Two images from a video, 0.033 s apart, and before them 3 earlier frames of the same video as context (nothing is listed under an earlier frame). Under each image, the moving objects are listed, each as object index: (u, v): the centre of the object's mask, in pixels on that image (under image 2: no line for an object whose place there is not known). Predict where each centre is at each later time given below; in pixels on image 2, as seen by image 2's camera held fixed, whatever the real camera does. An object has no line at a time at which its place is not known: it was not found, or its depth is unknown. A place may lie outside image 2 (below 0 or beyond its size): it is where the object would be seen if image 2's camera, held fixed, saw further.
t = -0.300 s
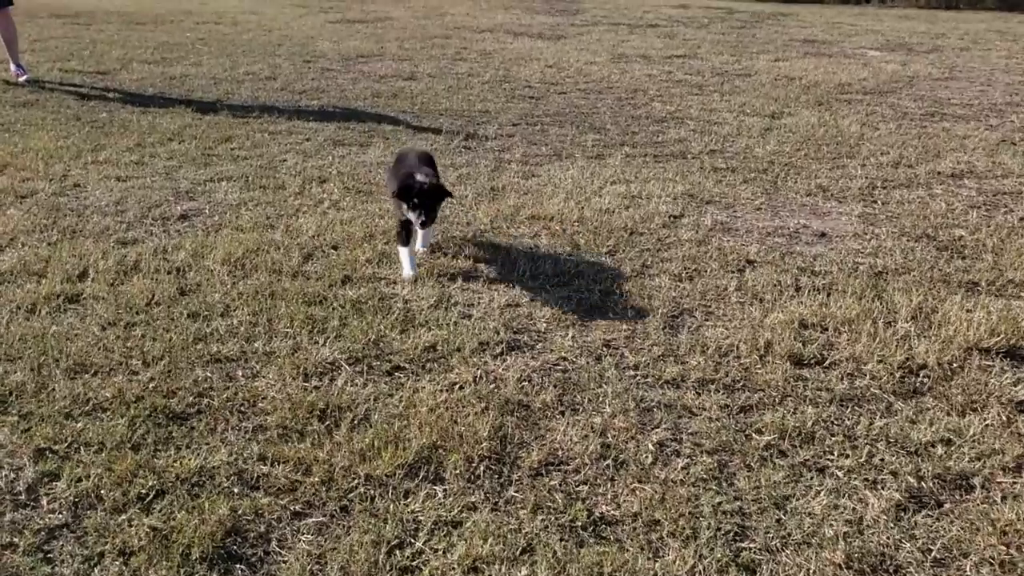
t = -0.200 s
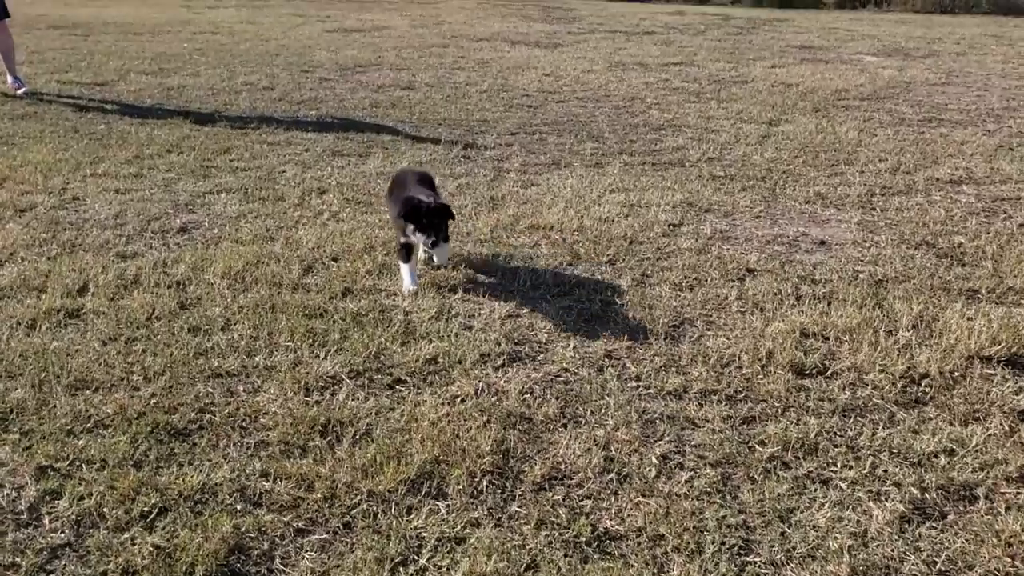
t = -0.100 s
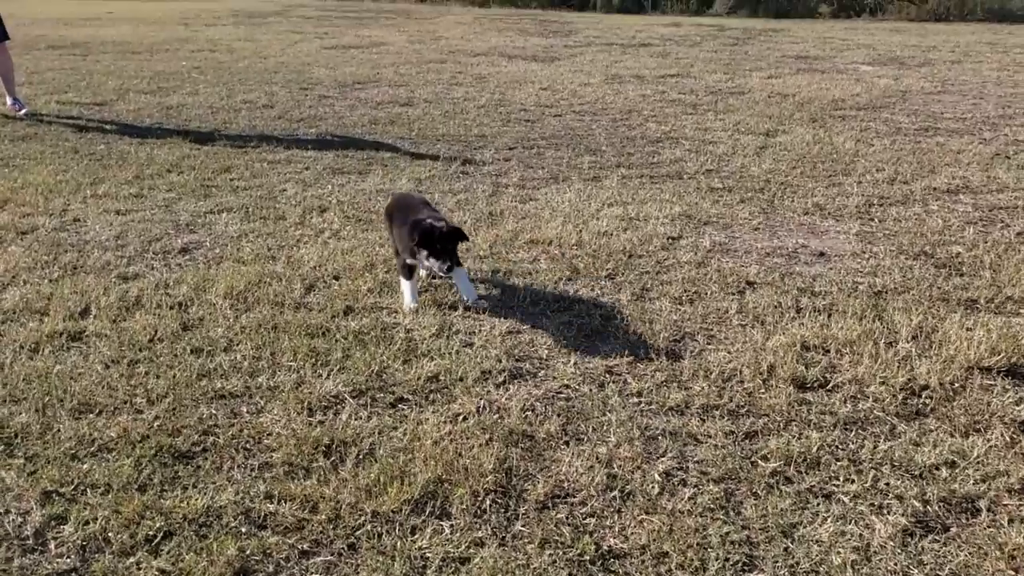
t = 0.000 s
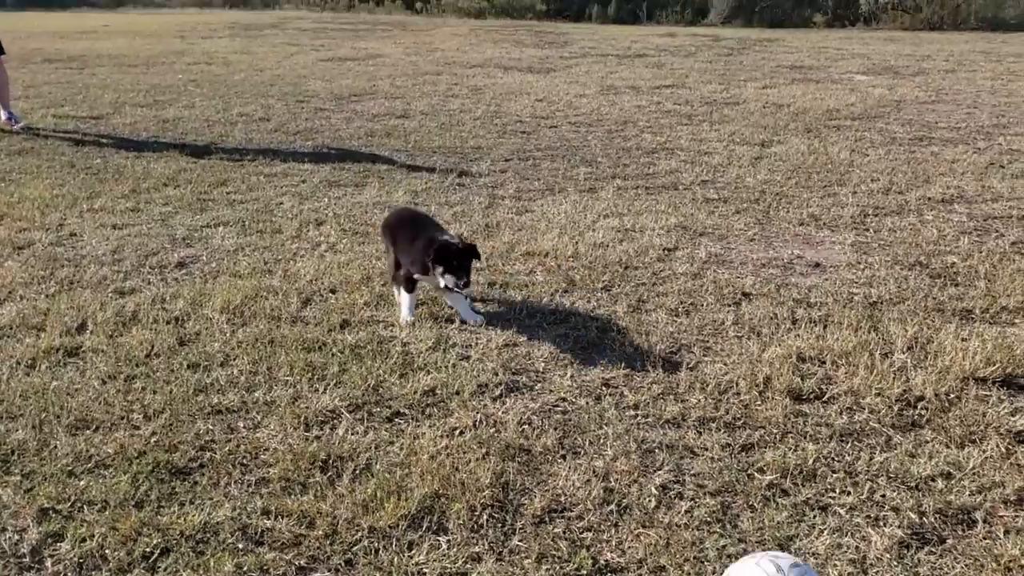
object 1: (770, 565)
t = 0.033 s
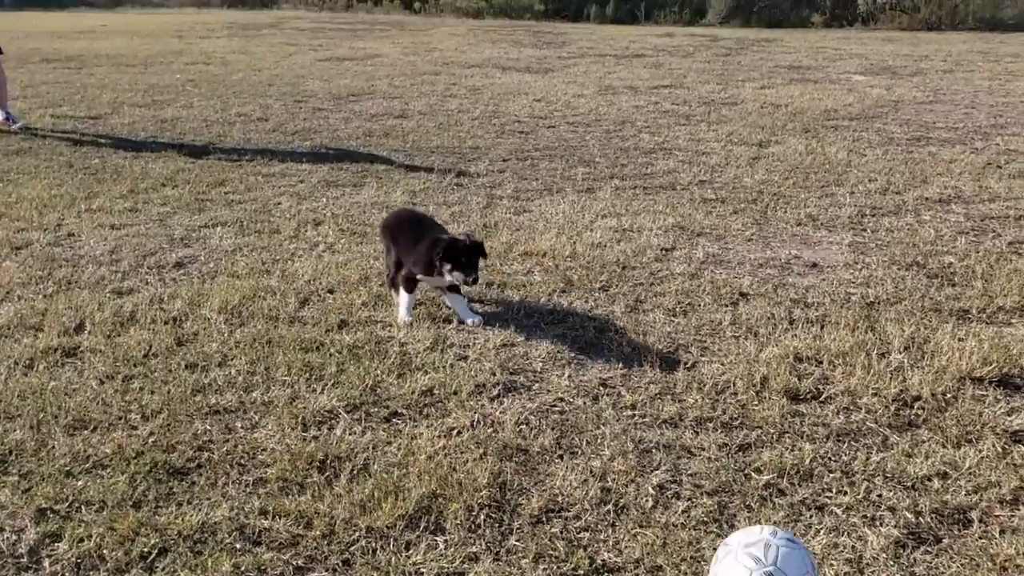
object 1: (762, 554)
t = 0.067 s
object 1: (762, 542)
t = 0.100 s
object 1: (763, 521)
